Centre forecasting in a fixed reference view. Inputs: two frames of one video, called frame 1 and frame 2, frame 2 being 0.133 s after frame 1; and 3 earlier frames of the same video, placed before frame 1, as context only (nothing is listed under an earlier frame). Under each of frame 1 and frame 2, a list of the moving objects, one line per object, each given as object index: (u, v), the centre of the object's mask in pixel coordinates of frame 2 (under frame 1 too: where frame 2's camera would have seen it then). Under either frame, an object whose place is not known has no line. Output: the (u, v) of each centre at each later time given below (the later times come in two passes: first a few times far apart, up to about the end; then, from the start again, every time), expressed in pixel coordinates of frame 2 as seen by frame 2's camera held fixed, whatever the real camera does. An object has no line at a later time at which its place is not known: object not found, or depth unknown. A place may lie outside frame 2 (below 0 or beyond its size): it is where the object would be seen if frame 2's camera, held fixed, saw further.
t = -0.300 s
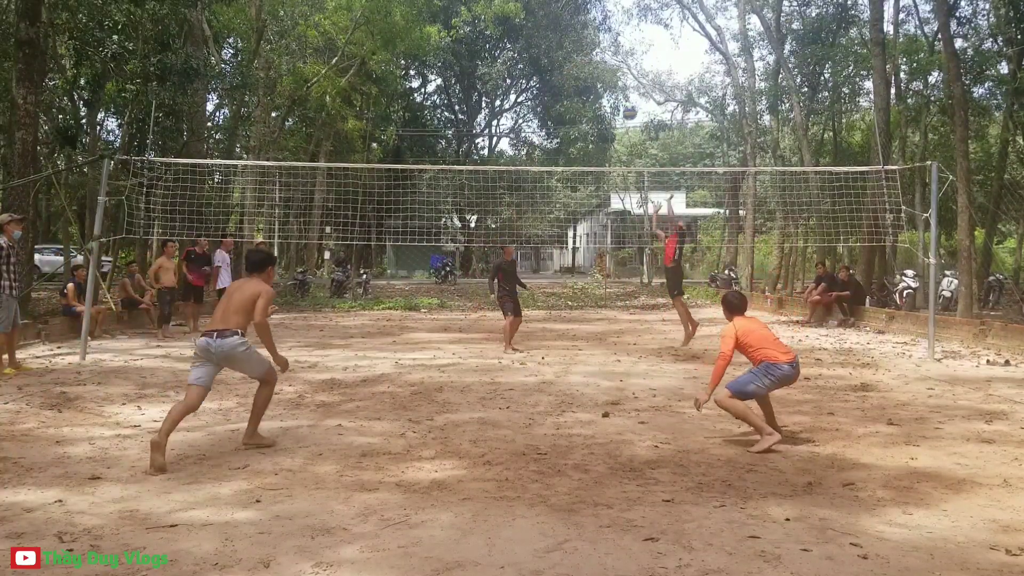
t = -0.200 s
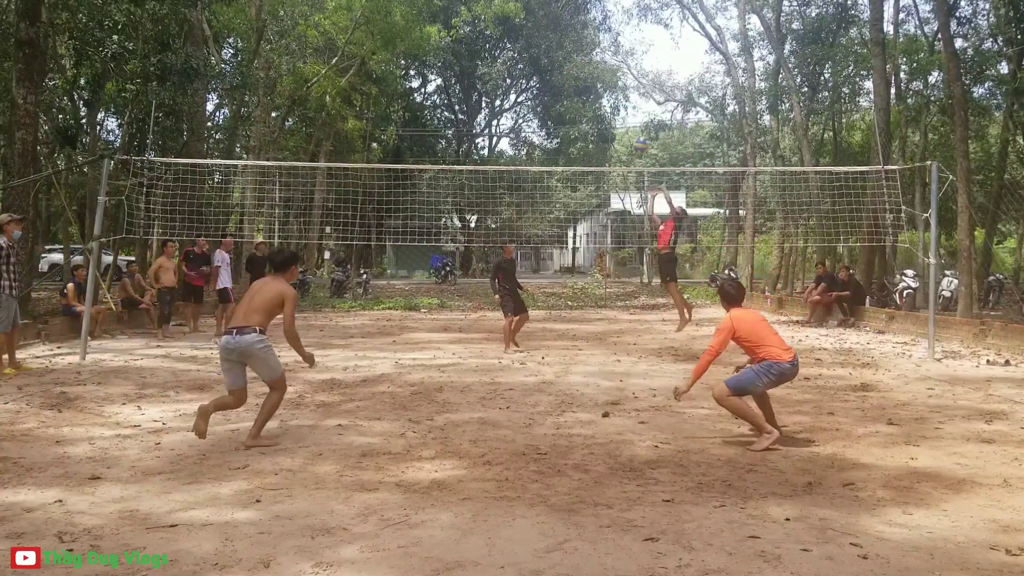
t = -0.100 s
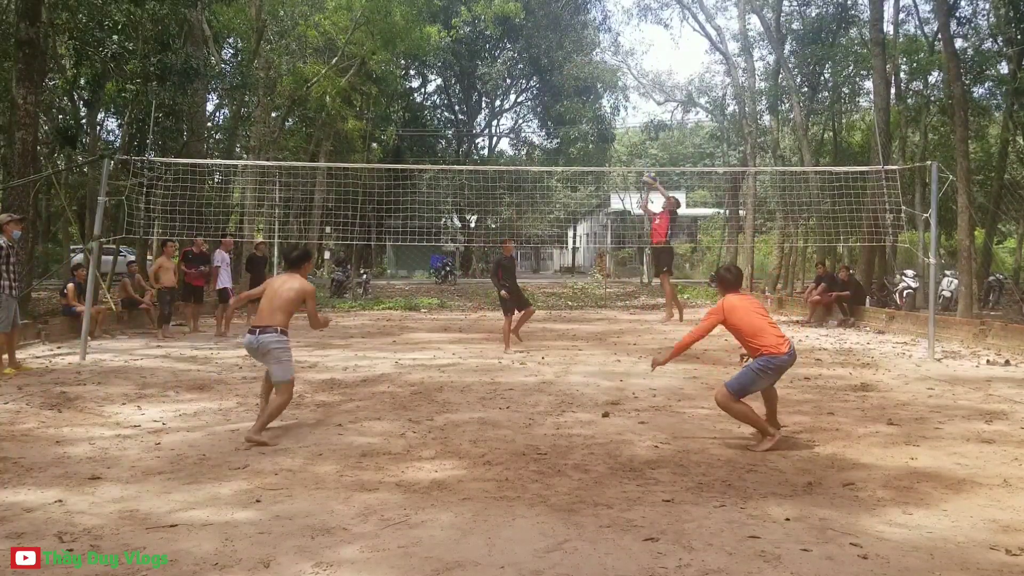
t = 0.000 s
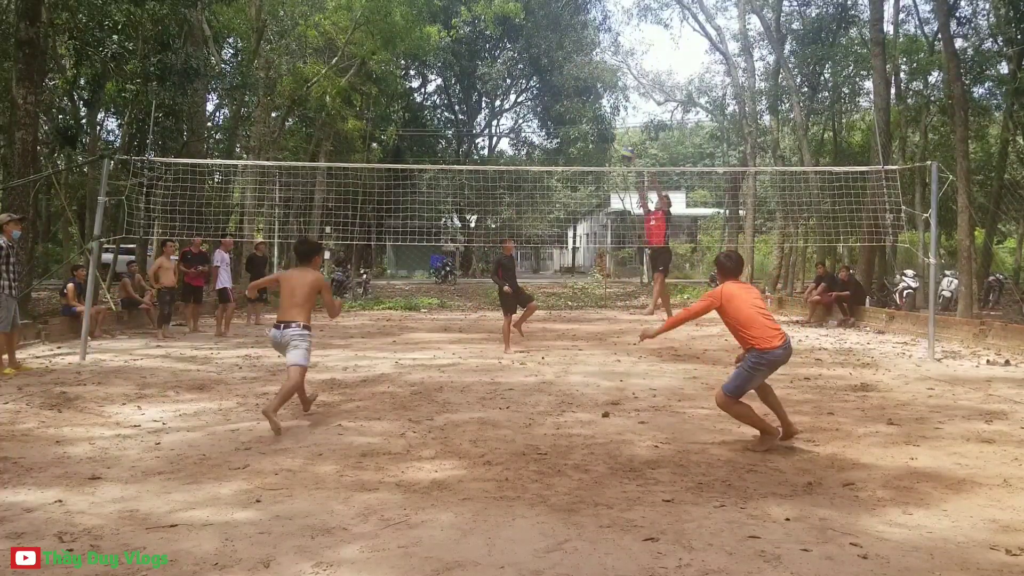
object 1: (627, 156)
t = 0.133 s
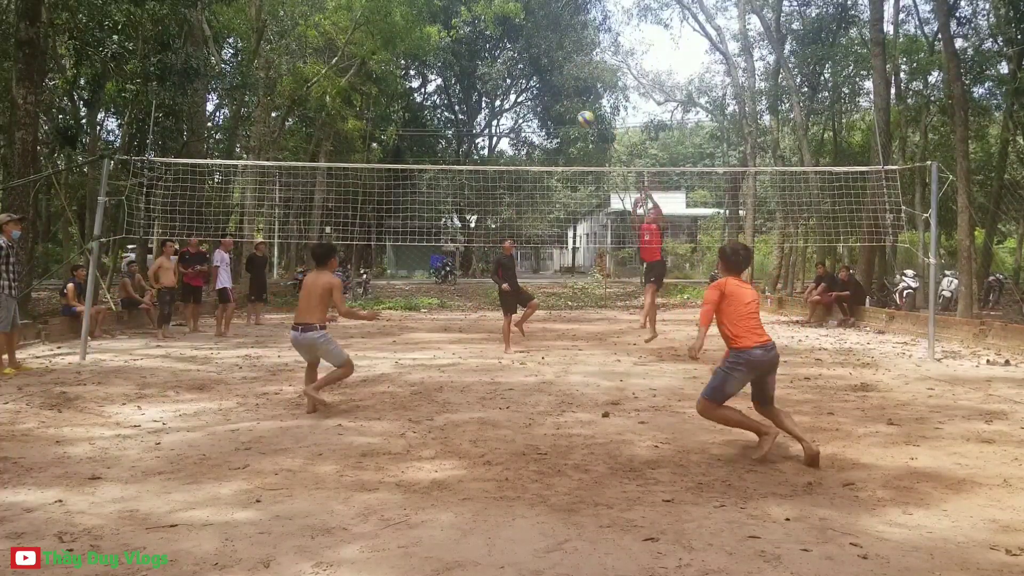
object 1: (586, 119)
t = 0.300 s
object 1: (518, 90)
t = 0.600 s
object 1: (346, 94)
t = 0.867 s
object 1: (91, 217)
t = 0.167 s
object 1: (573, 111)
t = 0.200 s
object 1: (560, 106)
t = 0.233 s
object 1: (546, 100)
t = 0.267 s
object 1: (532, 94)
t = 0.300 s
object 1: (518, 90)
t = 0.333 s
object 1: (502, 87)
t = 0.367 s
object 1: (486, 84)
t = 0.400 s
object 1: (469, 82)
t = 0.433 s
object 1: (450, 81)
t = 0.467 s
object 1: (432, 81)
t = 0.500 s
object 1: (412, 81)
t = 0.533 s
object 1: (392, 84)
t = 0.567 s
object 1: (369, 88)
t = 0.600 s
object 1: (346, 94)
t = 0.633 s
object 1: (321, 101)
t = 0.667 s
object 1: (294, 109)
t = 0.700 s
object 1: (266, 121)
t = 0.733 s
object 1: (235, 133)
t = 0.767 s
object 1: (202, 149)
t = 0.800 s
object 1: (167, 168)
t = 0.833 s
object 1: (130, 190)
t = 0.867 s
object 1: (91, 217)
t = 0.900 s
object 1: (48, 246)
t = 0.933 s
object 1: (10, 280)
